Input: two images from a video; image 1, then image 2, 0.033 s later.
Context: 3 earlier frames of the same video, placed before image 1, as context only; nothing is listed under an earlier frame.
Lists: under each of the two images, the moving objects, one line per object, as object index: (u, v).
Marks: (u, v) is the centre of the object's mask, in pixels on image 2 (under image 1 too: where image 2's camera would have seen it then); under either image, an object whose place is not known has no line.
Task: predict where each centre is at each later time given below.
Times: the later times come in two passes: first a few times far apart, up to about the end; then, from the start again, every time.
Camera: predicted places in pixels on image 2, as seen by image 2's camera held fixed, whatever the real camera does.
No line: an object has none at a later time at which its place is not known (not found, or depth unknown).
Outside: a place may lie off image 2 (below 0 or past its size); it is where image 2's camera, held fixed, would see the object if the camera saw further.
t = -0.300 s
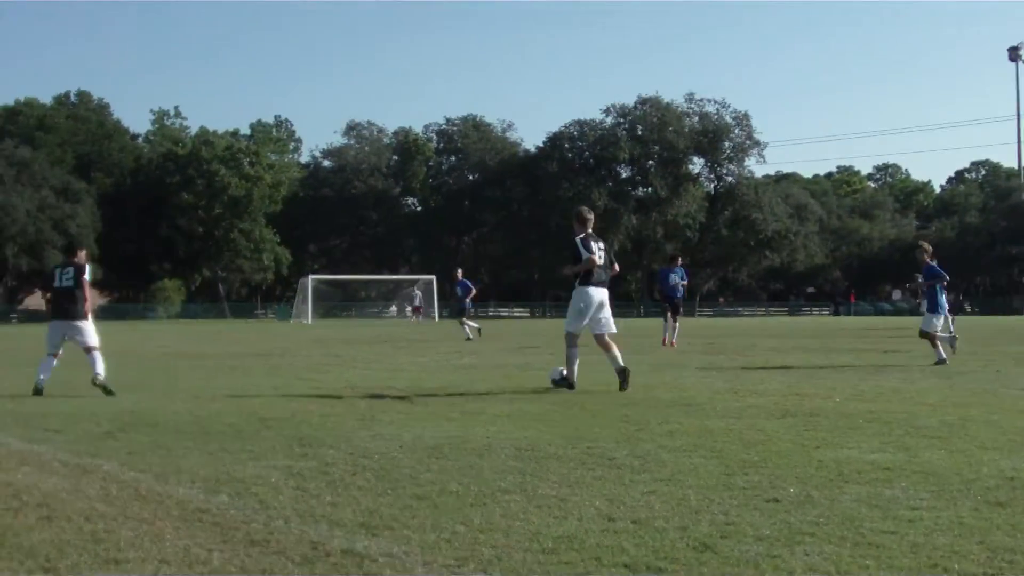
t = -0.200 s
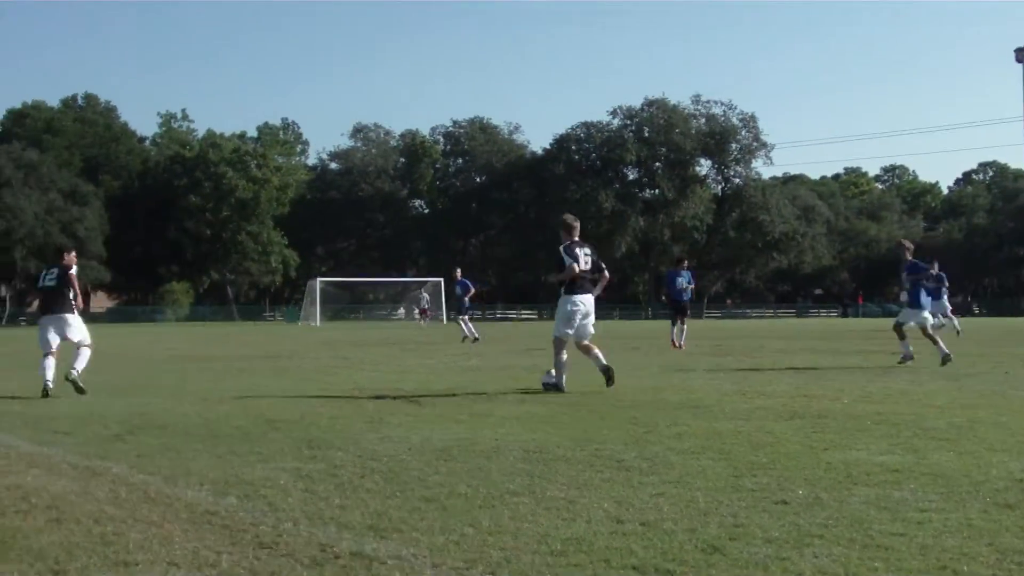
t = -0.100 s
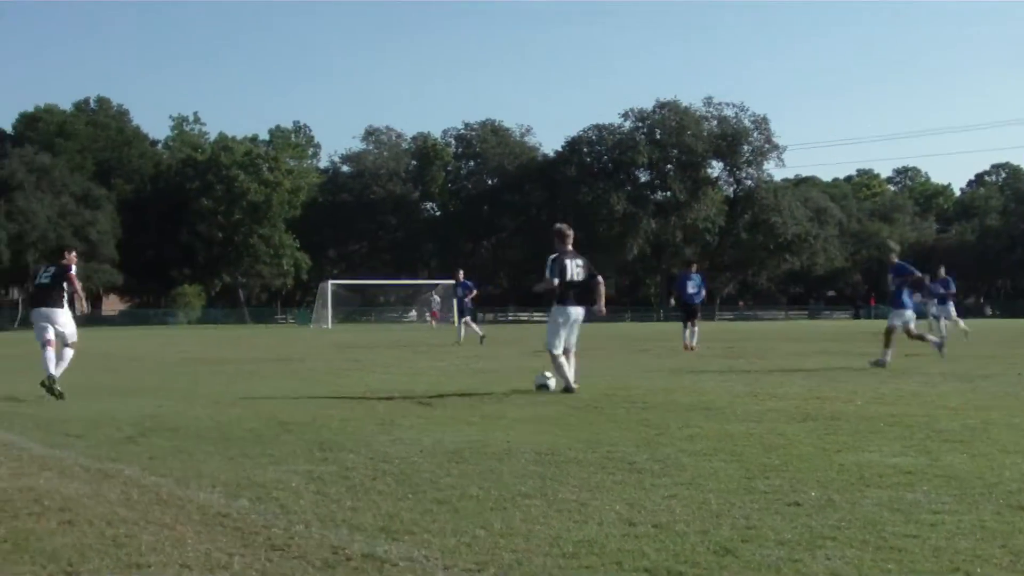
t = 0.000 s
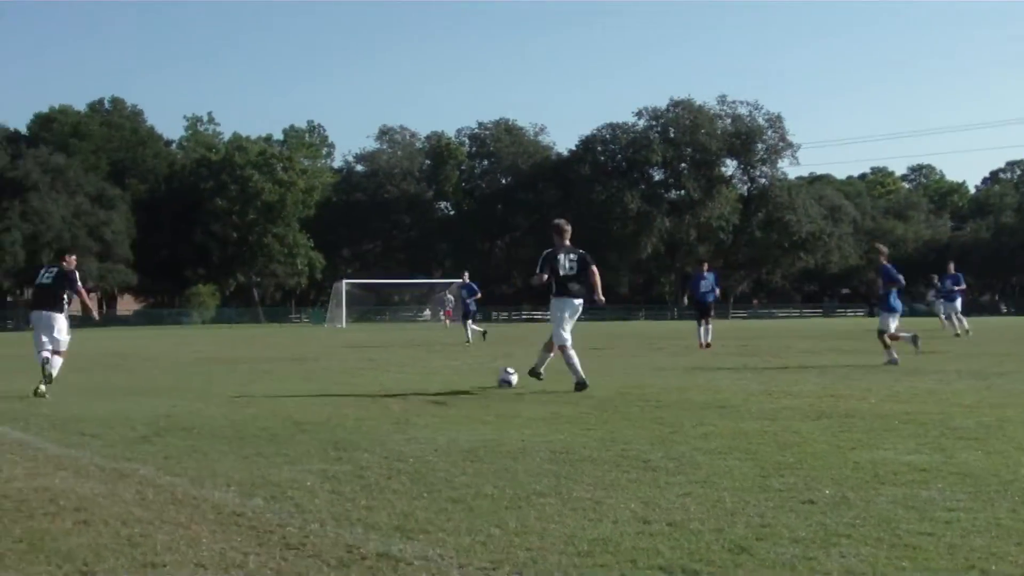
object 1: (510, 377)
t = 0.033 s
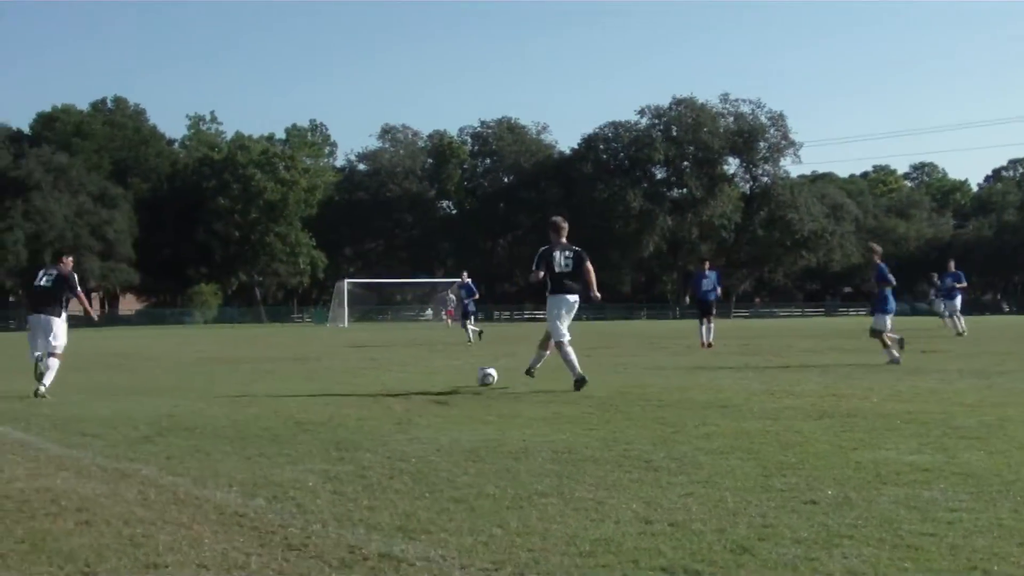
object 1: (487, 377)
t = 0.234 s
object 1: (374, 374)
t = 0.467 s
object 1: (286, 370)
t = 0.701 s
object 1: (219, 370)
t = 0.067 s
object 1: (465, 377)
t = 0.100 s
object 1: (444, 376)
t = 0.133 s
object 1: (425, 376)
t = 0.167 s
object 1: (407, 376)
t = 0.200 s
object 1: (389, 375)
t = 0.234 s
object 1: (374, 374)
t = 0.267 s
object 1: (358, 374)
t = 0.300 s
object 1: (342, 374)
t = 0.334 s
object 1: (329, 374)
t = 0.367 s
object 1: (315, 373)
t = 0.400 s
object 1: (304, 371)
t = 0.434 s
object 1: (294, 370)
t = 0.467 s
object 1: (286, 370)
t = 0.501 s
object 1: (274, 371)
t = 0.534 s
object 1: (265, 372)
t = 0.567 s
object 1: (254, 371)
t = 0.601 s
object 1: (245, 369)
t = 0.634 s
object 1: (236, 370)
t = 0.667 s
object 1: (228, 370)
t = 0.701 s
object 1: (219, 370)
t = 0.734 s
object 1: (210, 368)
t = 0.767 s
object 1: (201, 369)
